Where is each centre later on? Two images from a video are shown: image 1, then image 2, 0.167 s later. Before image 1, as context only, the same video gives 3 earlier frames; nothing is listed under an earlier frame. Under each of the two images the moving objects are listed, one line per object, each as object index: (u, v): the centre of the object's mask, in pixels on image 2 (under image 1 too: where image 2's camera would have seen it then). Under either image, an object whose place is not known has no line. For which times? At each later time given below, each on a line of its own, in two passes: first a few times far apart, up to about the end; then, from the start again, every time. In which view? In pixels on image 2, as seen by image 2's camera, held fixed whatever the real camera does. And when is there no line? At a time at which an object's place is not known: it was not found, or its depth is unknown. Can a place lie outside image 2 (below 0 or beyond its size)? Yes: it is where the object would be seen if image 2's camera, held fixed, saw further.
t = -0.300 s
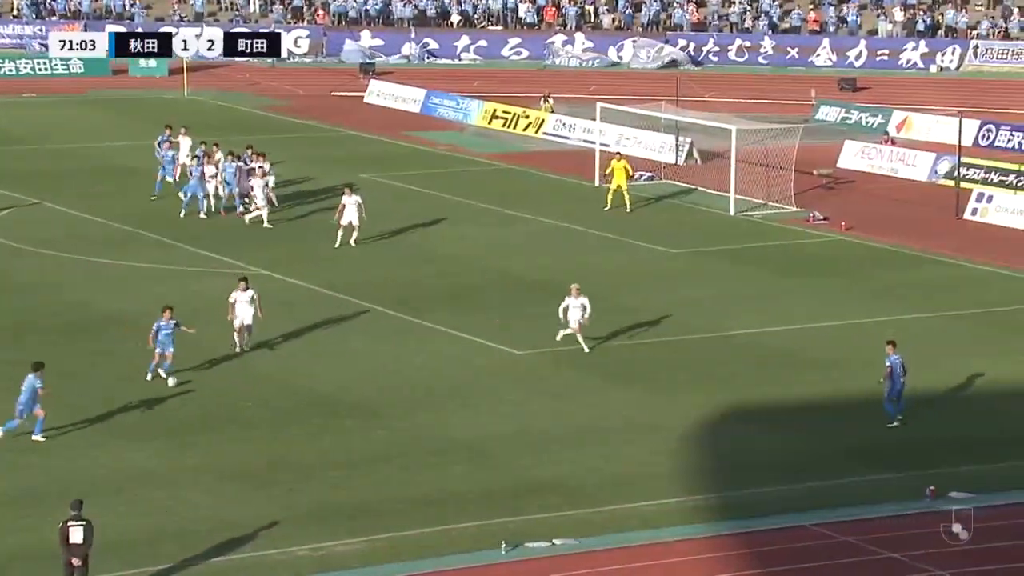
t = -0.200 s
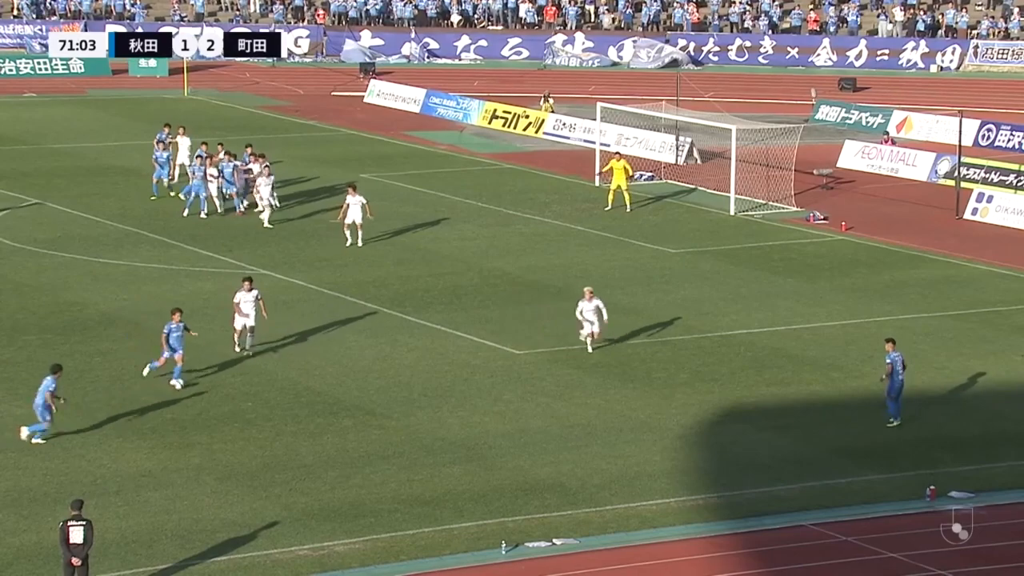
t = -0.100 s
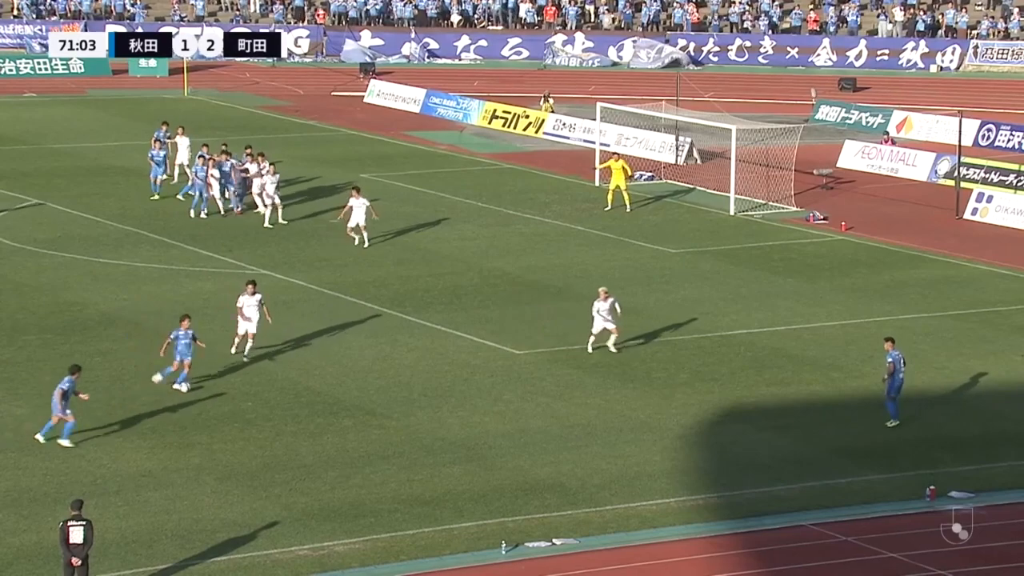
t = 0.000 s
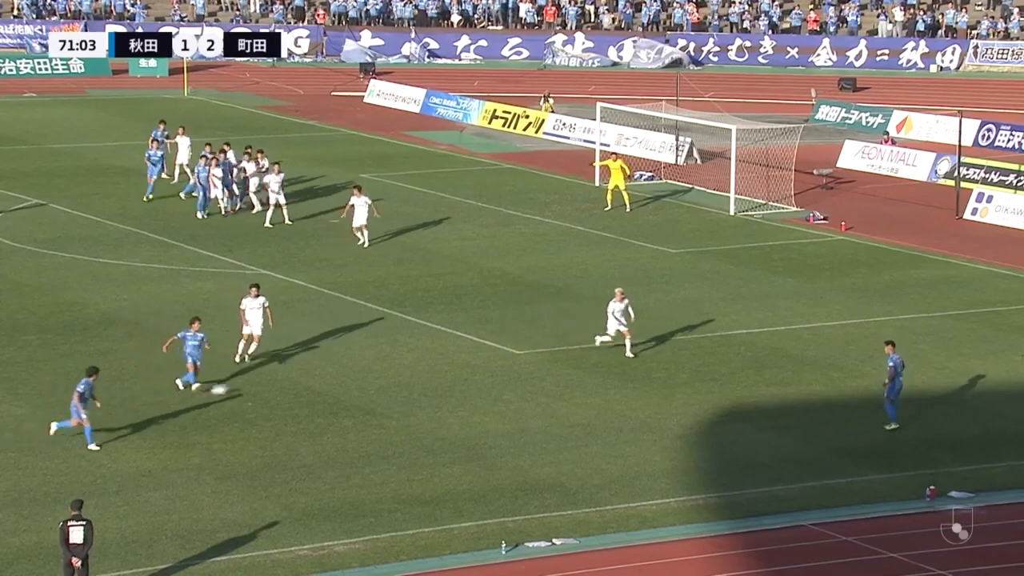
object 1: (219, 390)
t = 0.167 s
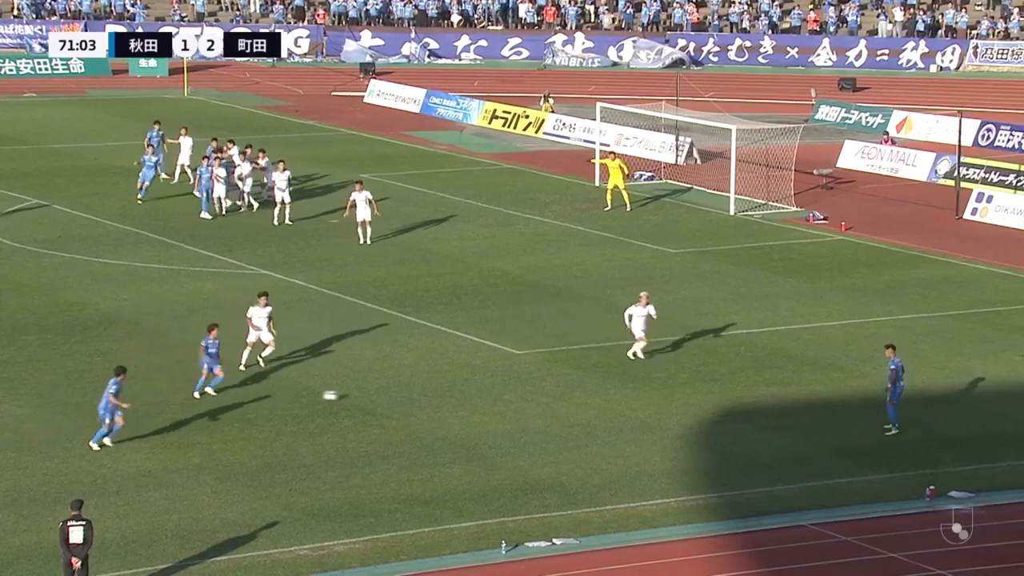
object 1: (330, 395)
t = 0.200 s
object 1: (350, 396)
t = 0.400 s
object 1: (461, 402)
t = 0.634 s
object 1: (572, 409)
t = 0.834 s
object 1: (658, 414)
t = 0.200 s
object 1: (350, 396)
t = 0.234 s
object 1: (370, 396)
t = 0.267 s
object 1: (389, 398)
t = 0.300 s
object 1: (408, 399)
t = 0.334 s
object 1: (426, 401)
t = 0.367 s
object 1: (445, 400)
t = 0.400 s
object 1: (461, 402)
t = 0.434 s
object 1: (478, 403)
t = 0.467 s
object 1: (495, 405)
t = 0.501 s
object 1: (511, 405)
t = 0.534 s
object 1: (526, 406)
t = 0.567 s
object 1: (541, 407)
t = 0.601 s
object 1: (557, 409)
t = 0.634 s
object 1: (572, 409)
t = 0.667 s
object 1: (586, 410)
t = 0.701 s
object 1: (600, 411)
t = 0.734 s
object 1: (615, 411)
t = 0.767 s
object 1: (629, 413)
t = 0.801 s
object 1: (644, 414)
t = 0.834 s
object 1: (658, 414)
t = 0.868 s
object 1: (673, 415)
